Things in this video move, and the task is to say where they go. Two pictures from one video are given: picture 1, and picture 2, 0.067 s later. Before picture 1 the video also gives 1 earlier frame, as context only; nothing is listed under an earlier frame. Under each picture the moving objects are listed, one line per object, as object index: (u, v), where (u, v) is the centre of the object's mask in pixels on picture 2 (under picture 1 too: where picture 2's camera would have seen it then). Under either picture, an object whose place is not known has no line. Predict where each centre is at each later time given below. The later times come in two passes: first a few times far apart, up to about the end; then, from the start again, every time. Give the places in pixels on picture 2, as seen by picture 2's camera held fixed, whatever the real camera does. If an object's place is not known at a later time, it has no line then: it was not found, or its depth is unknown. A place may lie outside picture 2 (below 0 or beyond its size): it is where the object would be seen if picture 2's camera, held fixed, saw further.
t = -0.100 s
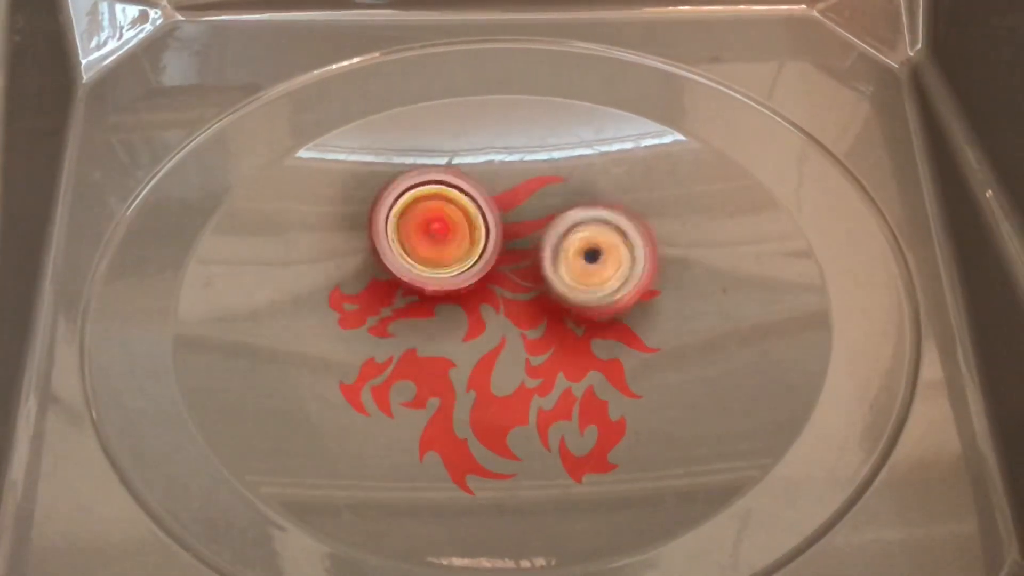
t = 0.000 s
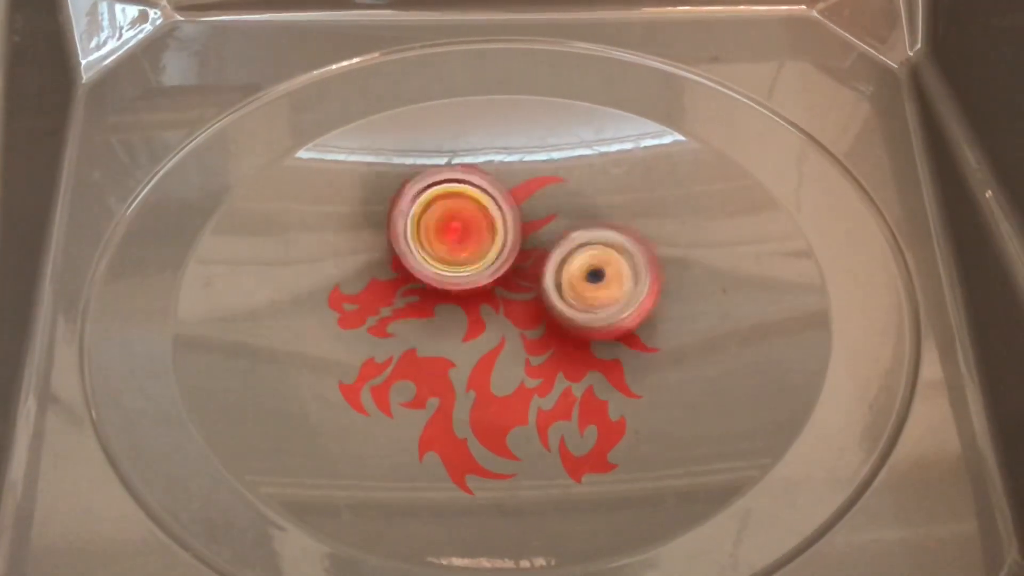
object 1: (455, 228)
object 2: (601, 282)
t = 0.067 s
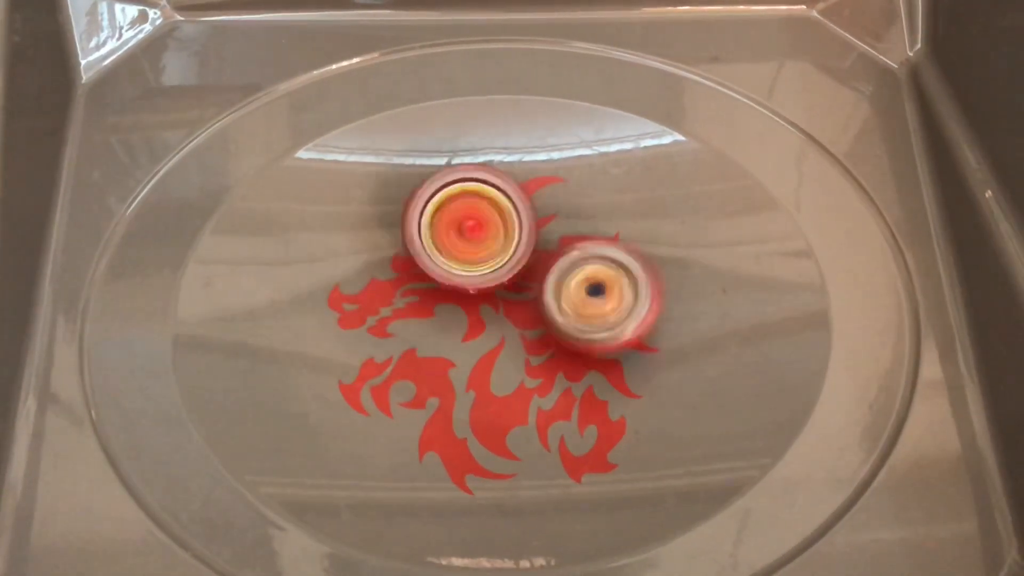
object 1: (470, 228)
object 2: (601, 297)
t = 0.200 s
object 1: (500, 229)
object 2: (588, 336)
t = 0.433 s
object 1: (529, 239)
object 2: (541, 392)
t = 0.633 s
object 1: (545, 271)
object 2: (479, 388)
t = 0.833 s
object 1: (565, 284)
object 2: (404, 367)
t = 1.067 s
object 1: (550, 314)
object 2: (401, 305)
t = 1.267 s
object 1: (562, 374)
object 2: (408, 228)
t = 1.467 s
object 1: (557, 393)
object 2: (458, 220)
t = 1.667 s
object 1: (521, 382)
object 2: (526, 246)
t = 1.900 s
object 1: (435, 397)
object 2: (609, 273)
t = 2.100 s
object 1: (410, 356)
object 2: (592, 321)
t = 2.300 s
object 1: (373, 266)
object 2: (592, 397)
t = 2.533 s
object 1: (374, 204)
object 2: (599, 400)
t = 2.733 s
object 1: (453, 236)
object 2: (553, 353)
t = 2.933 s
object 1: (529, 236)
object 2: (557, 368)
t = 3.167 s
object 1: (580, 264)
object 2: (543, 394)
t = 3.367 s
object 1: (642, 232)
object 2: (432, 426)
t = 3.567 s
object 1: (599, 250)
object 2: (407, 330)
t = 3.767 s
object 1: (546, 256)
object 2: (370, 218)
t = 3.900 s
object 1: (515, 242)
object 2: (366, 197)
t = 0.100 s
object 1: (478, 227)
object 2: (598, 306)
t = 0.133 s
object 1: (485, 227)
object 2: (597, 315)
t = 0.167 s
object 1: (493, 228)
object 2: (593, 325)
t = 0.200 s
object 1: (500, 229)
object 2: (588, 336)
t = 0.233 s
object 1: (505, 227)
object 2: (587, 348)
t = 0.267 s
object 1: (508, 227)
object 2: (581, 360)
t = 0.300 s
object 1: (512, 227)
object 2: (575, 373)
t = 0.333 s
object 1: (517, 229)
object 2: (567, 381)
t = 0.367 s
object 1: (522, 232)
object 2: (558, 388)
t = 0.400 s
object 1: (524, 234)
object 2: (550, 392)
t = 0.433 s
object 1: (529, 239)
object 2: (541, 392)
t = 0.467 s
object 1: (534, 244)
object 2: (533, 393)
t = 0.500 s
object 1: (538, 249)
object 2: (523, 393)
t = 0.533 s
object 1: (541, 253)
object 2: (511, 393)
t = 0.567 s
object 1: (542, 258)
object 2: (502, 392)
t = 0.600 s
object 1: (543, 265)
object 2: (491, 390)
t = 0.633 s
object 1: (545, 271)
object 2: (479, 388)
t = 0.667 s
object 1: (546, 278)
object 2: (467, 385)
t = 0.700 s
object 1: (552, 279)
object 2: (449, 387)
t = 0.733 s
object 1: (560, 278)
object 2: (432, 385)
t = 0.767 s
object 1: (563, 279)
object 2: (419, 381)
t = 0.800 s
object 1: (564, 280)
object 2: (409, 373)
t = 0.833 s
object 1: (565, 284)
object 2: (404, 367)
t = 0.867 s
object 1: (565, 286)
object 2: (399, 358)
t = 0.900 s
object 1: (562, 290)
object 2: (398, 351)
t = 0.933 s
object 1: (560, 296)
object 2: (397, 341)
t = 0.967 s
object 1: (558, 302)
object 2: (397, 334)
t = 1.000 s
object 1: (557, 306)
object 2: (398, 323)
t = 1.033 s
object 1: (554, 310)
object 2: (399, 315)
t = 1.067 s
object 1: (550, 314)
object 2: (401, 305)
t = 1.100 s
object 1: (545, 319)
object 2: (406, 296)
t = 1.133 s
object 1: (541, 324)
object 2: (410, 287)
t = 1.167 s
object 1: (538, 327)
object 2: (416, 279)
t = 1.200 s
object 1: (544, 343)
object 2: (409, 257)
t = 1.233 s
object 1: (556, 362)
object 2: (409, 240)
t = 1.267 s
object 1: (562, 374)
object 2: (408, 228)
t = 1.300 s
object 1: (567, 380)
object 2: (415, 220)
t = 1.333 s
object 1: (567, 386)
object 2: (423, 217)
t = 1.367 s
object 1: (566, 390)
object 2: (430, 214)
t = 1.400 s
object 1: (566, 391)
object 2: (439, 213)
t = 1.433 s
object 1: (562, 391)
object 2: (446, 217)
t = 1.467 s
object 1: (557, 393)
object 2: (458, 220)
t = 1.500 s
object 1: (554, 392)
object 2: (469, 222)
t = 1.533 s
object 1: (549, 390)
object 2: (479, 227)
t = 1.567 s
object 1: (542, 389)
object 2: (491, 232)
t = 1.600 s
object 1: (537, 388)
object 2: (504, 238)
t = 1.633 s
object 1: (531, 384)
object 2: (514, 240)
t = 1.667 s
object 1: (521, 382)
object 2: (526, 246)
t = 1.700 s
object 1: (514, 380)
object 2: (538, 253)
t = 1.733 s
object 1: (508, 376)
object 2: (549, 259)
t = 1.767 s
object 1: (488, 380)
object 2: (563, 261)
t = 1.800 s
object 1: (469, 391)
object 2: (581, 259)
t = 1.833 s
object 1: (455, 397)
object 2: (595, 261)
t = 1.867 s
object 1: (443, 399)
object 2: (604, 267)
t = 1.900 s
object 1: (435, 397)
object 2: (609, 273)
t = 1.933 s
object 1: (431, 394)
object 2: (610, 280)
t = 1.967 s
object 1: (426, 388)
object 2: (610, 287)
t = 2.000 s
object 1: (418, 381)
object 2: (607, 297)
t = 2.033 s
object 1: (416, 373)
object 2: (602, 303)
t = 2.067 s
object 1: (414, 366)
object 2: (595, 312)
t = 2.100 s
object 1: (410, 356)
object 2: (592, 321)
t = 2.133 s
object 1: (411, 348)
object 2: (583, 329)
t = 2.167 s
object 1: (411, 339)
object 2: (573, 338)
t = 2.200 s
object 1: (412, 329)
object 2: (563, 344)
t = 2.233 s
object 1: (414, 320)
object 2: (556, 353)
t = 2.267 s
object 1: (392, 292)
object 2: (571, 374)
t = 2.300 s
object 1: (373, 266)
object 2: (592, 397)
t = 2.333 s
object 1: (358, 239)
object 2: (607, 414)
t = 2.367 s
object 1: (351, 224)
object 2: (609, 419)
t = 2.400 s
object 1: (352, 214)
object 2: (610, 422)
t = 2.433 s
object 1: (353, 211)
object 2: (608, 417)
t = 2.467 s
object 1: (358, 207)
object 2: (606, 414)
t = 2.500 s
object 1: (364, 204)
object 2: (602, 406)
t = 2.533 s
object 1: (374, 204)
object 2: (599, 400)
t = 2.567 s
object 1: (387, 205)
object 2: (592, 392)
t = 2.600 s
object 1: (394, 208)
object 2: (585, 386)
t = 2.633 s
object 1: (407, 213)
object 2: (577, 376)
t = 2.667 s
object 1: (420, 218)
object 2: (568, 369)
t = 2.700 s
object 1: (435, 228)
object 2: (561, 360)
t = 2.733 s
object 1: (453, 236)
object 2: (553, 353)
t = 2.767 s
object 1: (471, 241)
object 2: (548, 348)
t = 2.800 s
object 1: (483, 232)
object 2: (552, 357)
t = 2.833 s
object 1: (497, 229)
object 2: (555, 365)
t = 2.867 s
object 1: (508, 228)
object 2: (557, 371)
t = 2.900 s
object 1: (521, 232)
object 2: (557, 370)
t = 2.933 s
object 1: (529, 236)
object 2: (557, 368)
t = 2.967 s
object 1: (538, 242)
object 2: (556, 367)
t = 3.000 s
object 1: (550, 241)
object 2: (554, 373)
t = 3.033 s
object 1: (561, 241)
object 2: (550, 379)
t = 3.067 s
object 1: (574, 245)
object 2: (547, 385)
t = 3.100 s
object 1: (579, 251)
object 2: (546, 388)
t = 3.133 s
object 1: (581, 257)
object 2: (545, 393)
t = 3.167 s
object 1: (580, 264)
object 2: (543, 394)
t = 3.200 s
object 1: (595, 261)
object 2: (526, 405)
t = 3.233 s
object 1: (612, 250)
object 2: (495, 427)
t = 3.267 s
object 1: (631, 237)
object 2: (470, 435)
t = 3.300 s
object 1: (638, 231)
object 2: (449, 438)
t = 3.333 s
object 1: (642, 228)
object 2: (435, 431)
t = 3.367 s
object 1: (642, 232)
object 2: (432, 426)
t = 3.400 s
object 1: (632, 233)
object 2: (428, 416)
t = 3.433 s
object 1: (626, 237)
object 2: (424, 400)
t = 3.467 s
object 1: (619, 242)
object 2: (423, 386)
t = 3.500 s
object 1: (613, 243)
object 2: (417, 368)
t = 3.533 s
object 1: (608, 248)
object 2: (415, 352)
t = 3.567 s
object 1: (599, 250)
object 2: (407, 330)
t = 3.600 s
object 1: (592, 253)
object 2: (400, 309)
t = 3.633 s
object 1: (586, 255)
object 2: (392, 291)
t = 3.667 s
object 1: (574, 256)
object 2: (386, 269)
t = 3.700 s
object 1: (563, 258)
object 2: (379, 250)
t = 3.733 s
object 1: (552, 256)
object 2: (374, 233)
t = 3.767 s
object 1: (546, 256)
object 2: (370, 218)
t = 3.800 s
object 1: (536, 253)
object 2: (365, 208)
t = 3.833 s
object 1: (528, 249)
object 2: (363, 200)
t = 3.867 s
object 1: (522, 245)
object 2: (364, 196)
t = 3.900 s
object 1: (515, 242)
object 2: (366, 197)
